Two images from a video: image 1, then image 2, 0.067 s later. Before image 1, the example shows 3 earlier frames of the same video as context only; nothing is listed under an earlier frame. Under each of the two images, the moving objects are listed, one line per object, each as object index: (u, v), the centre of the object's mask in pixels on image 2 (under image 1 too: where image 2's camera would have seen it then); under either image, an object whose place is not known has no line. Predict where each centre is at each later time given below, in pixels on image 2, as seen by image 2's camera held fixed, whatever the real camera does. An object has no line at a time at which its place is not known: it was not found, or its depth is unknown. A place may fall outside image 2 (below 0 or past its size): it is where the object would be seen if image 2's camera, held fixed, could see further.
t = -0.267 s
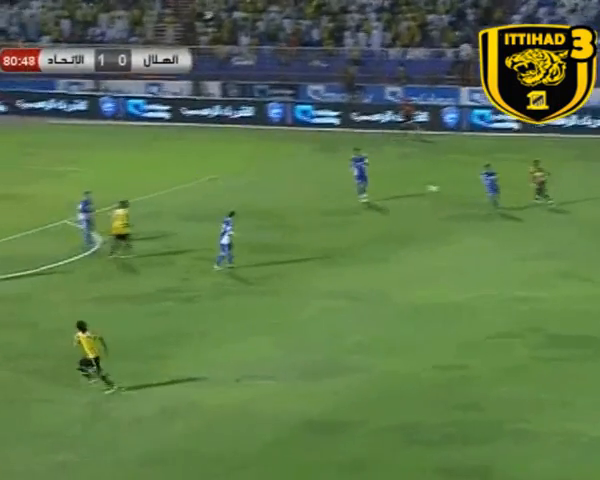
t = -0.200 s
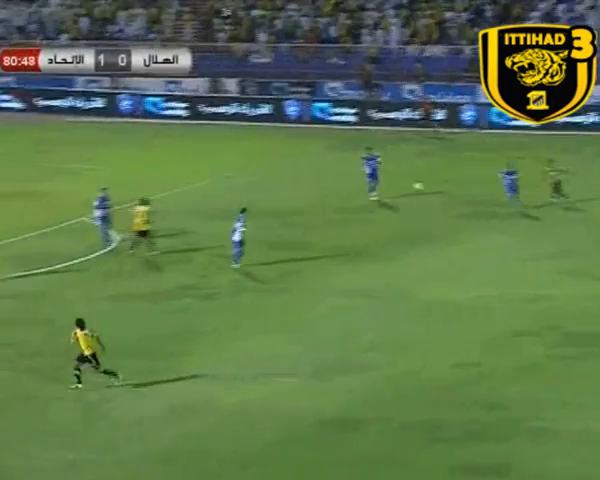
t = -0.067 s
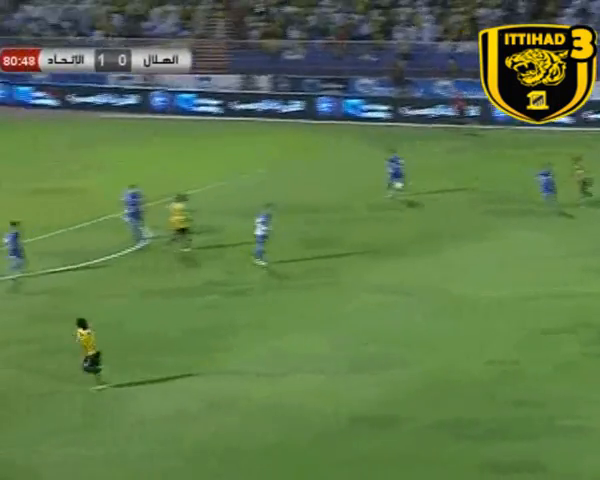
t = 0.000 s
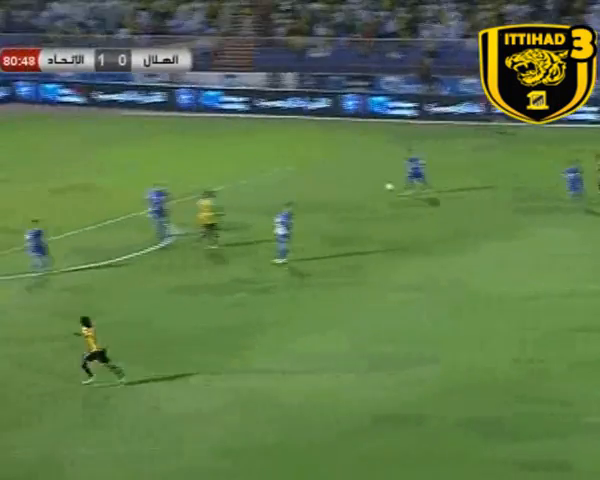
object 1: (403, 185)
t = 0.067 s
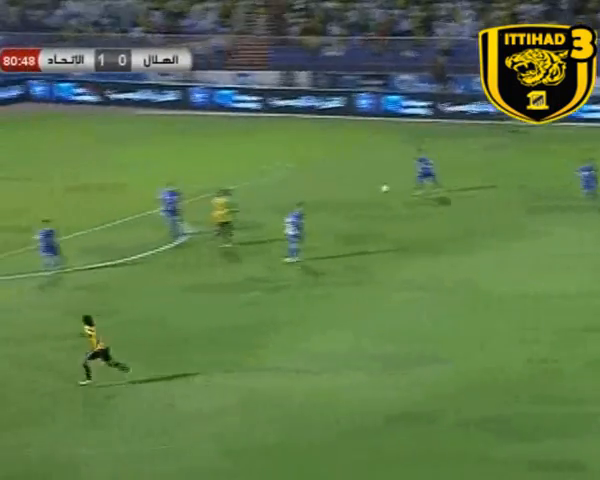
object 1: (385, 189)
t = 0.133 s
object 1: (348, 195)
